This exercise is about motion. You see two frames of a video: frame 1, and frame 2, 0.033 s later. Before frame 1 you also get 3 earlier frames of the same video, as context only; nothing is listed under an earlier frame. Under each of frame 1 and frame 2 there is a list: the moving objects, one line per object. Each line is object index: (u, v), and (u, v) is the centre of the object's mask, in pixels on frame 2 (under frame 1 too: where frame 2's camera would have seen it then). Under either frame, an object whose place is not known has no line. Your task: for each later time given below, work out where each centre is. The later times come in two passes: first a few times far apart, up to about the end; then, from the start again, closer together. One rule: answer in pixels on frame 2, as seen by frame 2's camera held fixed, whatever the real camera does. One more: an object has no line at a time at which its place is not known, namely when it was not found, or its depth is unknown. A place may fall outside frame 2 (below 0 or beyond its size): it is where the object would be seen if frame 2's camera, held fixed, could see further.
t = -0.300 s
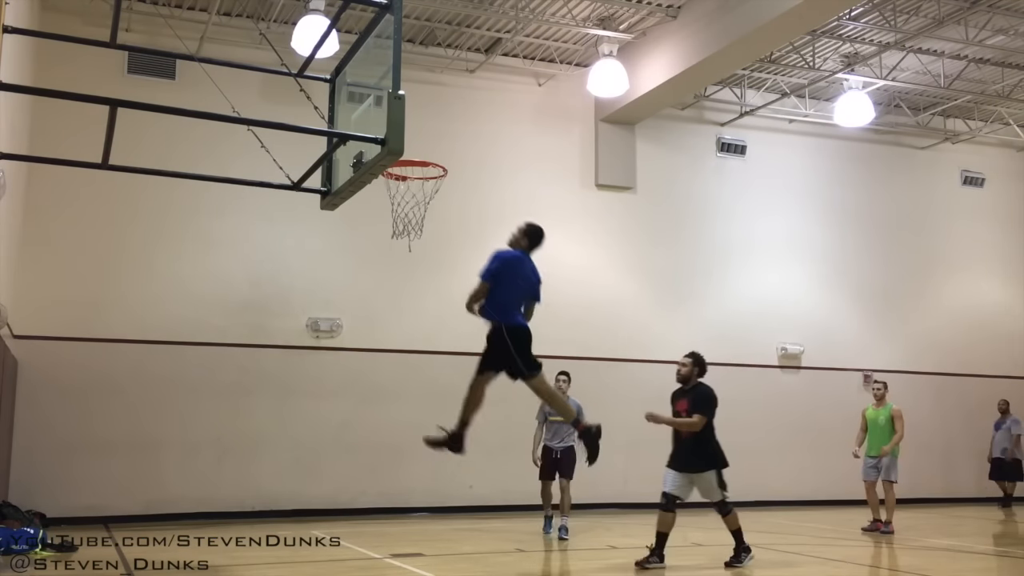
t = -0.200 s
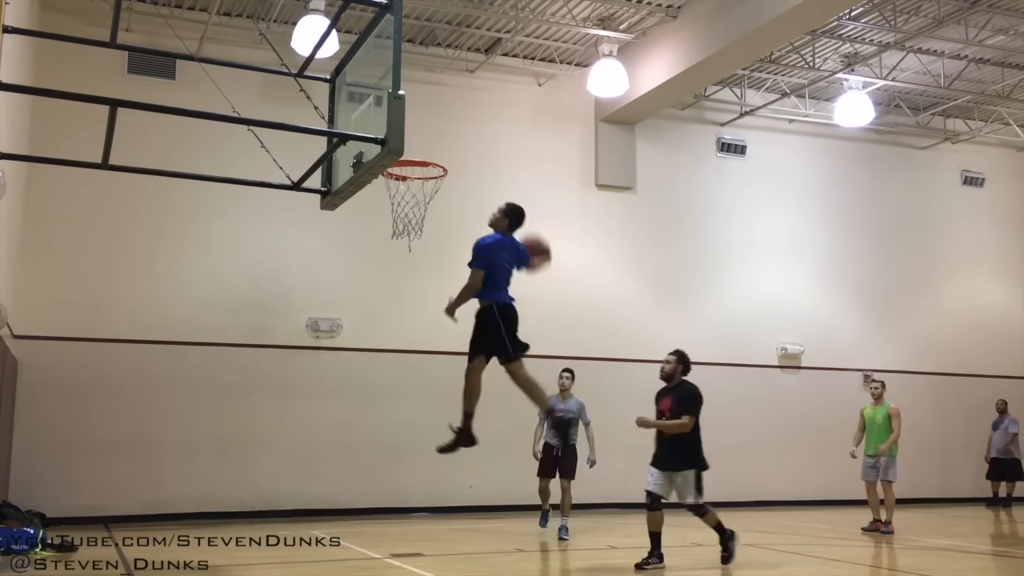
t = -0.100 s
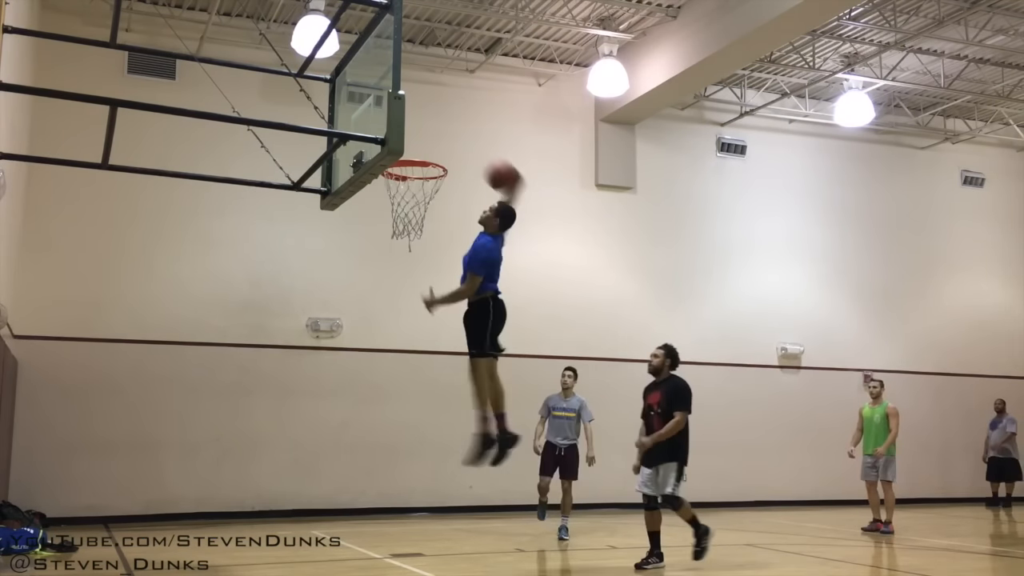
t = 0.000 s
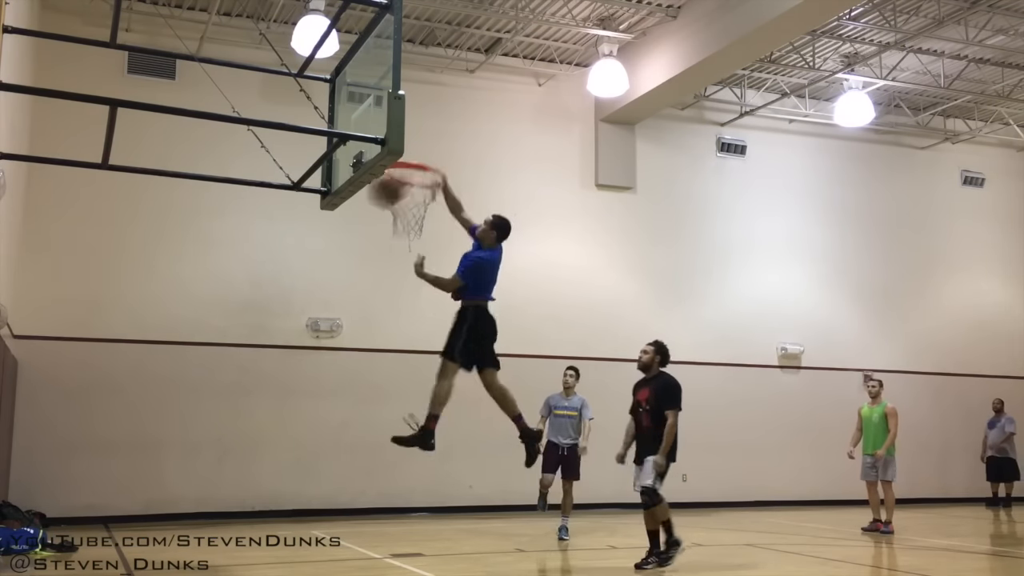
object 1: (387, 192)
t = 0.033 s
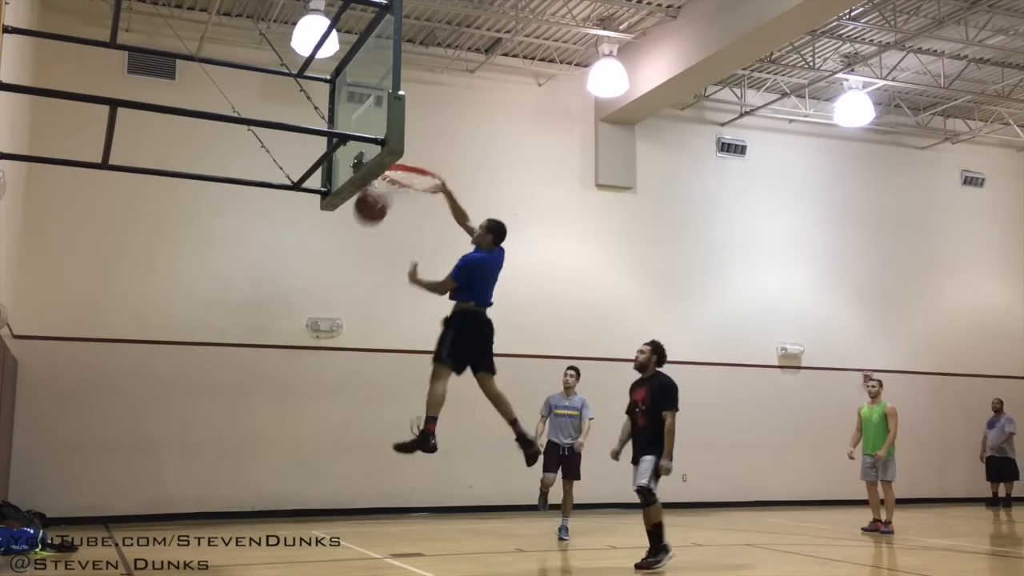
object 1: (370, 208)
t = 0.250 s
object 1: (297, 388)
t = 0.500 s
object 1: (246, 517)
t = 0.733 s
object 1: (287, 369)
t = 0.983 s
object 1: (323, 310)
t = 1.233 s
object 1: (354, 337)
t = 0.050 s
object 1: (366, 219)
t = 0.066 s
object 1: (360, 229)
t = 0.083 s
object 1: (355, 241)
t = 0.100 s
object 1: (350, 253)
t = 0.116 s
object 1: (344, 267)
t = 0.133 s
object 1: (339, 280)
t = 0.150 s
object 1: (333, 294)
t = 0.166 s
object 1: (328, 305)
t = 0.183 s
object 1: (322, 322)
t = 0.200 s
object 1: (316, 337)
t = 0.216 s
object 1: (309, 355)
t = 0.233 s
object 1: (303, 371)
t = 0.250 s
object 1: (297, 388)
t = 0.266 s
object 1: (291, 405)
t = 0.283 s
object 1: (284, 423)
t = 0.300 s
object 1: (277, 442)
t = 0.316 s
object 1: (271, 461)
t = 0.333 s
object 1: (264, 481)
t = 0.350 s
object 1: (258, 501)
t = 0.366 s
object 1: (250, 523)
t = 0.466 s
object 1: (239, 547)
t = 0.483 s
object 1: (243, 532)
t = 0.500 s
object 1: (246, 517)
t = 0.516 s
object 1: (249, 504)
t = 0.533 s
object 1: (252, 490)
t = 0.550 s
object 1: (255, 477)
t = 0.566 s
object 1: (258, 465)
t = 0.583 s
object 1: (261, 453)
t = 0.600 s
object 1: (264, 442)
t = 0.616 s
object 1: (267, 431)
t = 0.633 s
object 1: (270, 421)
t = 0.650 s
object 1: (273, 411)
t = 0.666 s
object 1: (276, 402)
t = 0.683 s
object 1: (278, 393)
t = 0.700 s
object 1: (281, 384)
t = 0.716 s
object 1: (284, 377)
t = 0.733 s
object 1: (287, 369)
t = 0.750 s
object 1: (289, 363)
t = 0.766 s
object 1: (292, 356)
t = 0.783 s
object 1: (294, 350)
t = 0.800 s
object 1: (297, 345)
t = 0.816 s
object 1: (300, 339)
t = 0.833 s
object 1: (302, 334)
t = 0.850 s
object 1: (305, 330)
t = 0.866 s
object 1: (307, 326)
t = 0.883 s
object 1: (309, 323)
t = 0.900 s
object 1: (311, 320)
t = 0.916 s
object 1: (314, 317)
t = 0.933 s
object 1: (316, 315)
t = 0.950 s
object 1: (318, 313)
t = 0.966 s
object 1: (321, 311)
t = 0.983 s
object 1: (323, 310)
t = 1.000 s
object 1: (325, 309)
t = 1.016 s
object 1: (327, 309)
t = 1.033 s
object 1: (330, 309)
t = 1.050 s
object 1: (332, 309)
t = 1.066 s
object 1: (334, 310)
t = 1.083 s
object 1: (336, 311)
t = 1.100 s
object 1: (338, 312)
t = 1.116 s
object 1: (340, 314)
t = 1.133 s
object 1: (342, 316)
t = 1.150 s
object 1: (344, 319)
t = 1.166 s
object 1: (346, 322)
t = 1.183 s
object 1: (348, 325)
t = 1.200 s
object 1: (350, 329)
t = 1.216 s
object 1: (352, 333)
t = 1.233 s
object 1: (354, 337)
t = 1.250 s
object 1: (356, 342)
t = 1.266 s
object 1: (358, 347)
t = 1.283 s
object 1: (359, 353)
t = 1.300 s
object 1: (361, 359)
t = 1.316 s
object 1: (363, 365)
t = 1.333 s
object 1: (365, 372)
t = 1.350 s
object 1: (367, 378)
